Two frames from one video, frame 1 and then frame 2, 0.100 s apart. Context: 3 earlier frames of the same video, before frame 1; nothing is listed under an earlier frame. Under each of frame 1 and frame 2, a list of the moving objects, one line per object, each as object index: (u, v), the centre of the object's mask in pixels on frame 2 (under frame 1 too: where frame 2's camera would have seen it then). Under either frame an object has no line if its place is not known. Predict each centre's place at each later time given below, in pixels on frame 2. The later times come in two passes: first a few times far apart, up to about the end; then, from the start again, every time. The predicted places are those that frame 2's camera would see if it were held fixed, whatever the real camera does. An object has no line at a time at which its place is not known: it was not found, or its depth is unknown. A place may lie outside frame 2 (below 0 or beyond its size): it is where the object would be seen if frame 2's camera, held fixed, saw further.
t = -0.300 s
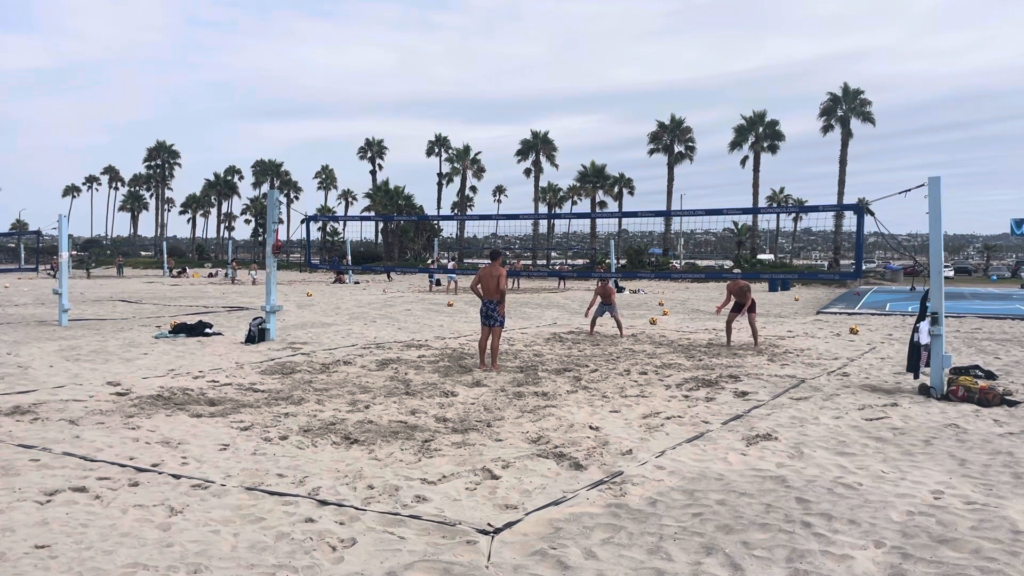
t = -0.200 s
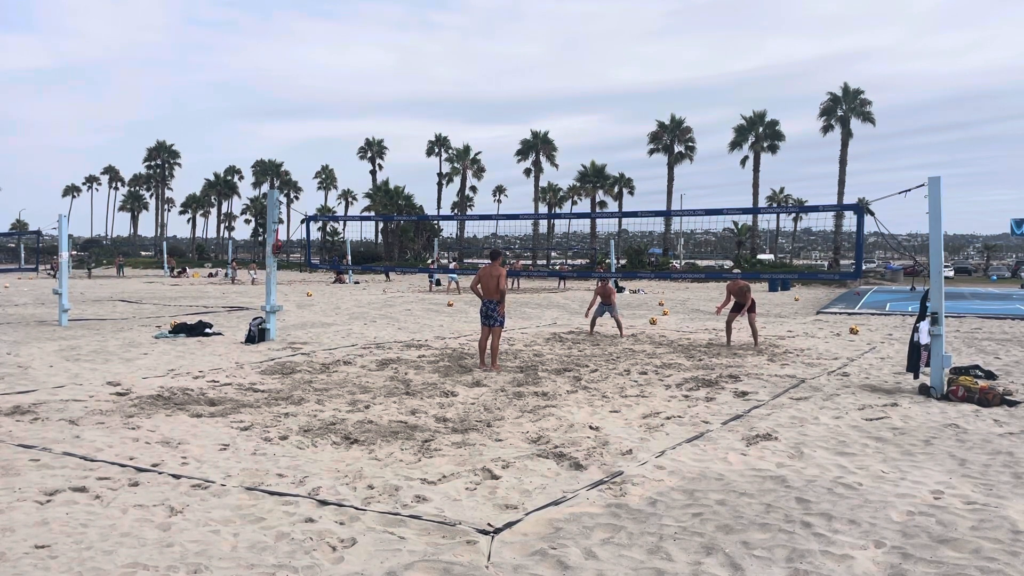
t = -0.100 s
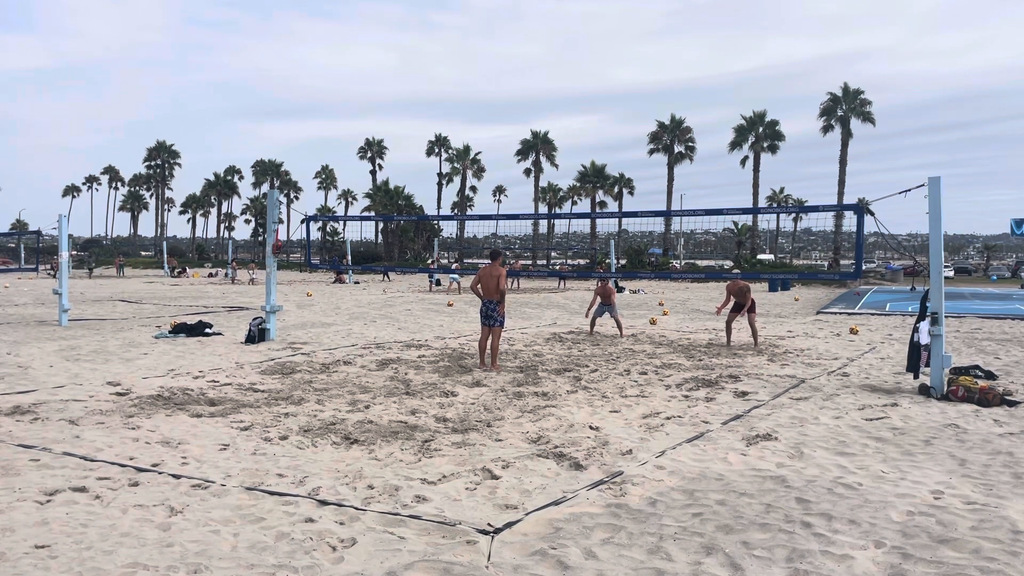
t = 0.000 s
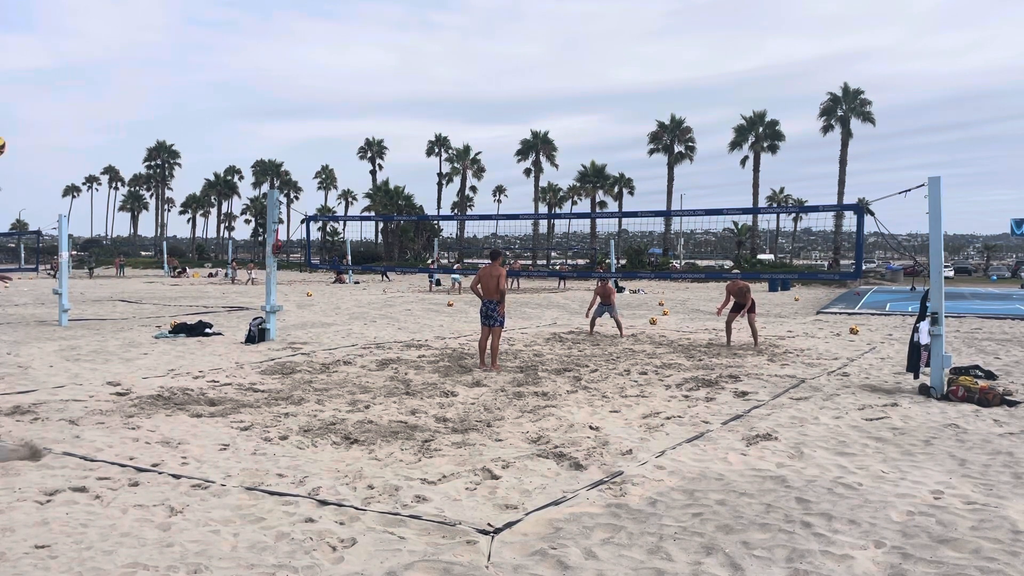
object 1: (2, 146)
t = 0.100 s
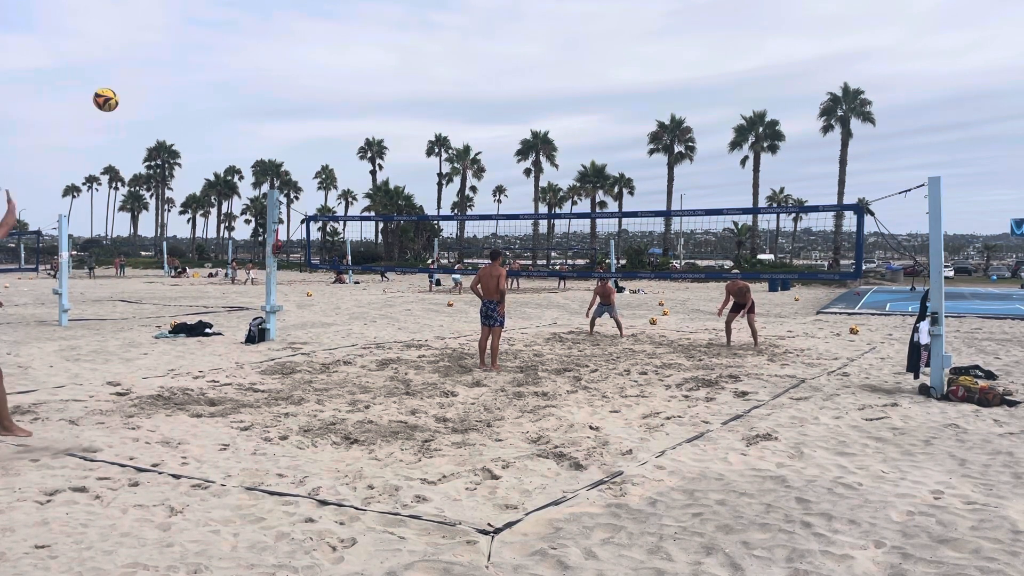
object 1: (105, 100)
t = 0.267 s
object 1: (248, 64)
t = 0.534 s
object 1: (395, 70)
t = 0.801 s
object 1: (485, 122)
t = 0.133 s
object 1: (138, 89)
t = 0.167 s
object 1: (169, 80)
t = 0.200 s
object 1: (197, 74)
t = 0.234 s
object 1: (224, 68)
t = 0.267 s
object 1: (248, 64)
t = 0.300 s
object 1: (271, 61)
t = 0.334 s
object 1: (292, 60)
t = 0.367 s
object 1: (312, 59)
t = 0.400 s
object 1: (330, 60)
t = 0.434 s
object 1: (348, 61)
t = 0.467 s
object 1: (364, 63)
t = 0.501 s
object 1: (380, 67)
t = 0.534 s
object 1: (395, 70)
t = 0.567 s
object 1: (408, 75)
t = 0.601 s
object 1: (421, 80)
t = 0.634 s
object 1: (434, 86)
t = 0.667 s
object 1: (445, 92)
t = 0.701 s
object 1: (456, 99)
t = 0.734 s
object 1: (466, 106)
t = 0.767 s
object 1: (476, 114)
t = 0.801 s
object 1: (485, 122)
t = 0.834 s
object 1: (494, 130)
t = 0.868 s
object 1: (503, 139)
